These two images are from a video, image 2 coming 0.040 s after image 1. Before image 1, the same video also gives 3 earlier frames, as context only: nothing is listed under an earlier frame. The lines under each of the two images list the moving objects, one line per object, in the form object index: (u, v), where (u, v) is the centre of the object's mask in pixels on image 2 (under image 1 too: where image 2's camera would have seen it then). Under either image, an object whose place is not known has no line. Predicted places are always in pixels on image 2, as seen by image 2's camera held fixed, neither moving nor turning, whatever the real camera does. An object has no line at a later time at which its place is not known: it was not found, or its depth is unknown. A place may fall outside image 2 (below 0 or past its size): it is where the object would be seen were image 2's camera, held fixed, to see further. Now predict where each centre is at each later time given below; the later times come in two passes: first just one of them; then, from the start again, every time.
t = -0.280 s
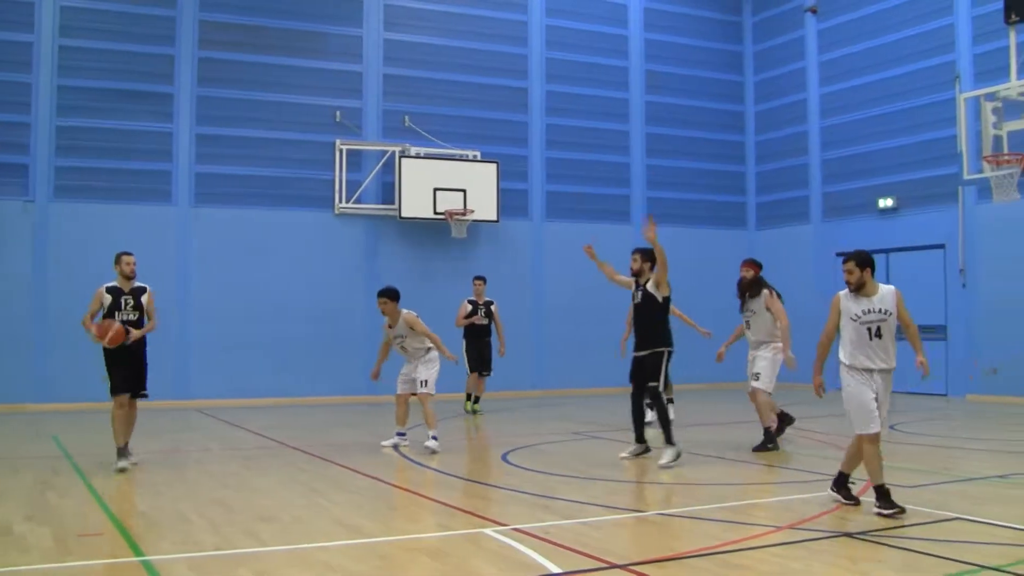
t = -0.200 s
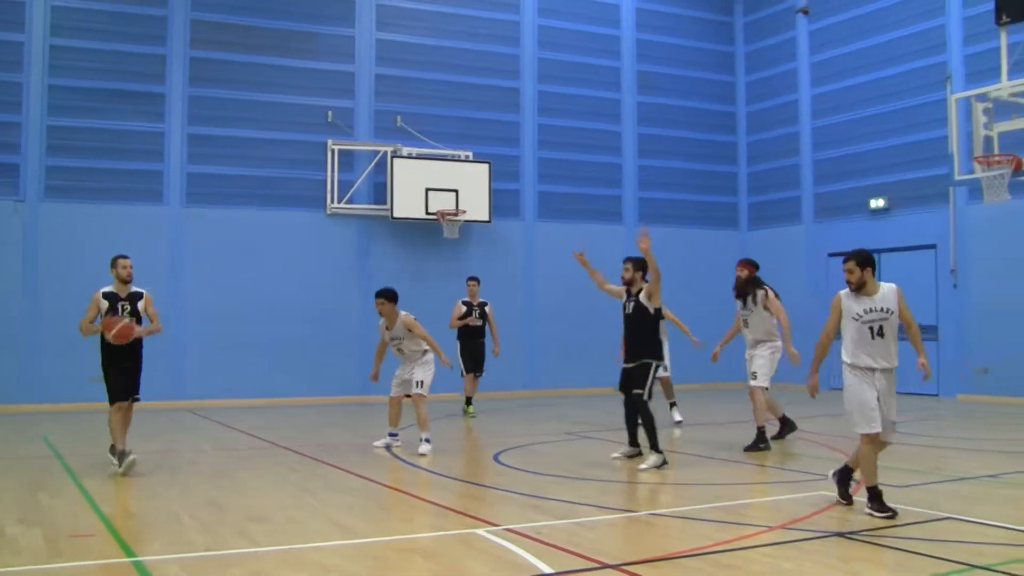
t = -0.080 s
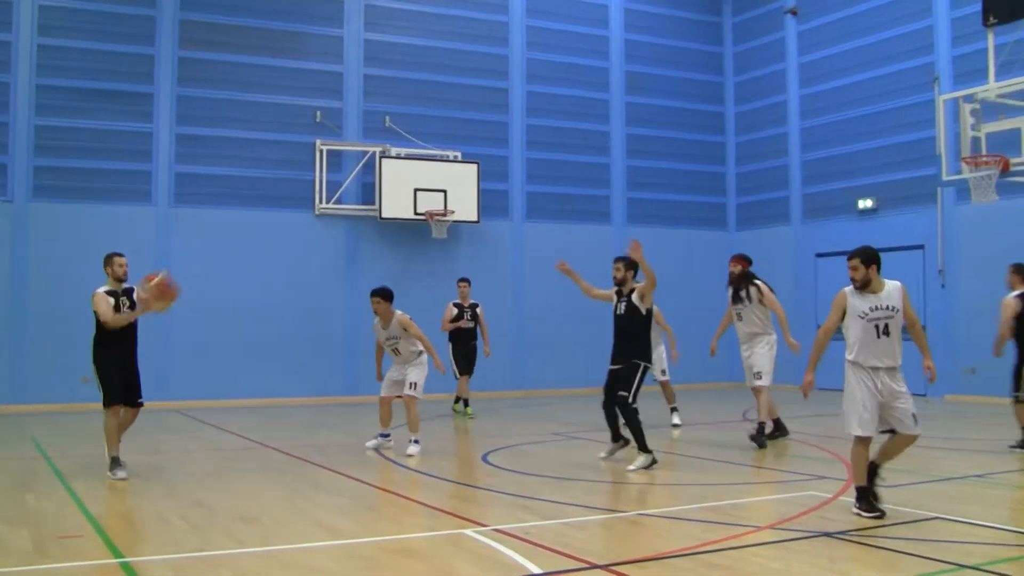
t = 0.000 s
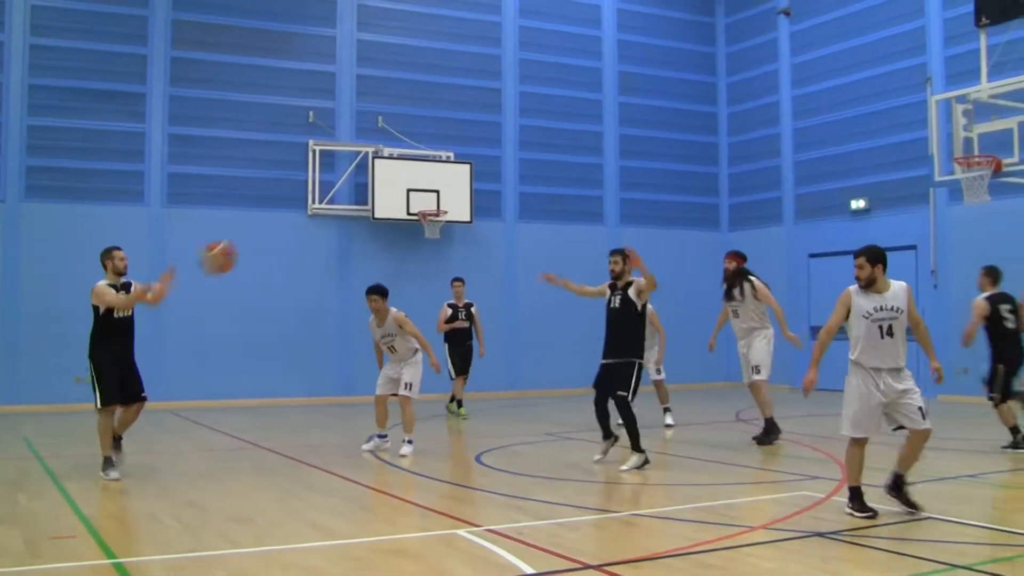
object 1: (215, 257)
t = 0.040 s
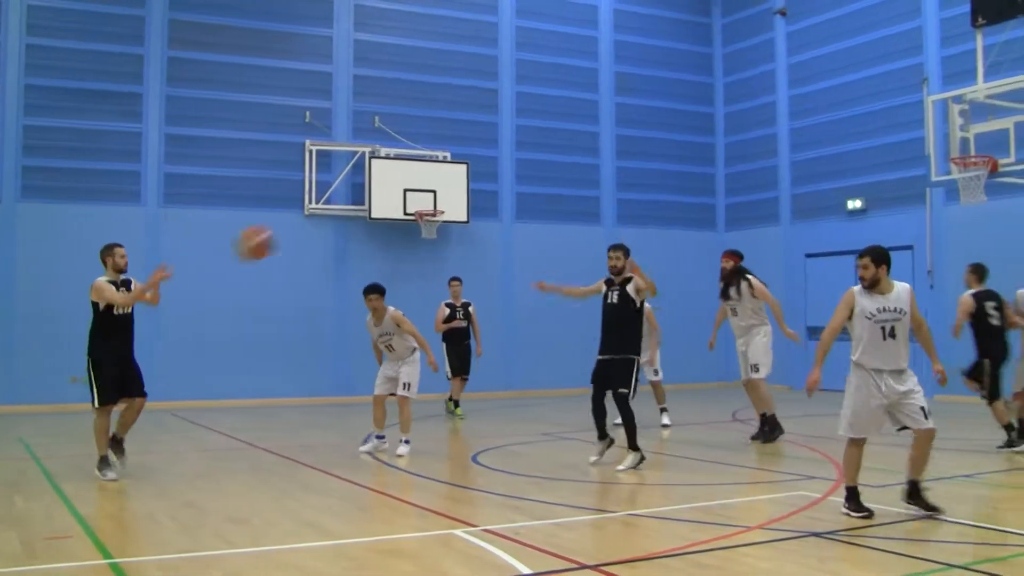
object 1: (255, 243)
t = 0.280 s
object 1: (555, 184)
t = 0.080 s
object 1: (294, 231)
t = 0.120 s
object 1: (342, 218)
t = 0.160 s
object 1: (386, 207)
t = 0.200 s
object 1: (442, 198)
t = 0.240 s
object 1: (495, 191)
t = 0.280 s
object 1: (555, 184)
